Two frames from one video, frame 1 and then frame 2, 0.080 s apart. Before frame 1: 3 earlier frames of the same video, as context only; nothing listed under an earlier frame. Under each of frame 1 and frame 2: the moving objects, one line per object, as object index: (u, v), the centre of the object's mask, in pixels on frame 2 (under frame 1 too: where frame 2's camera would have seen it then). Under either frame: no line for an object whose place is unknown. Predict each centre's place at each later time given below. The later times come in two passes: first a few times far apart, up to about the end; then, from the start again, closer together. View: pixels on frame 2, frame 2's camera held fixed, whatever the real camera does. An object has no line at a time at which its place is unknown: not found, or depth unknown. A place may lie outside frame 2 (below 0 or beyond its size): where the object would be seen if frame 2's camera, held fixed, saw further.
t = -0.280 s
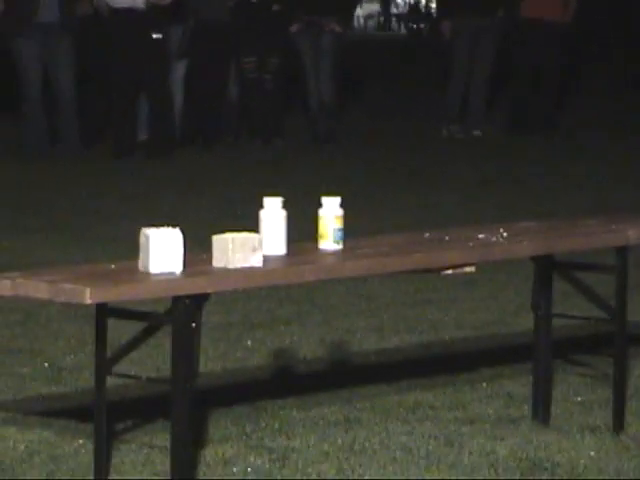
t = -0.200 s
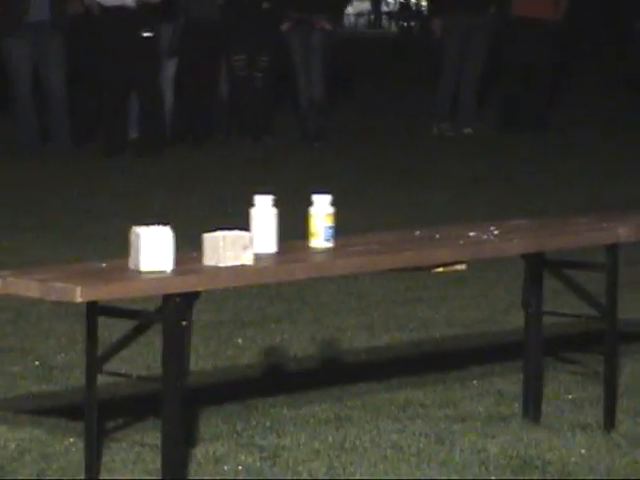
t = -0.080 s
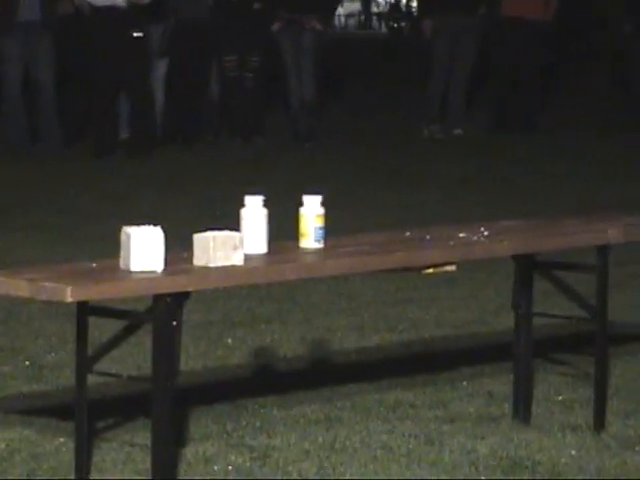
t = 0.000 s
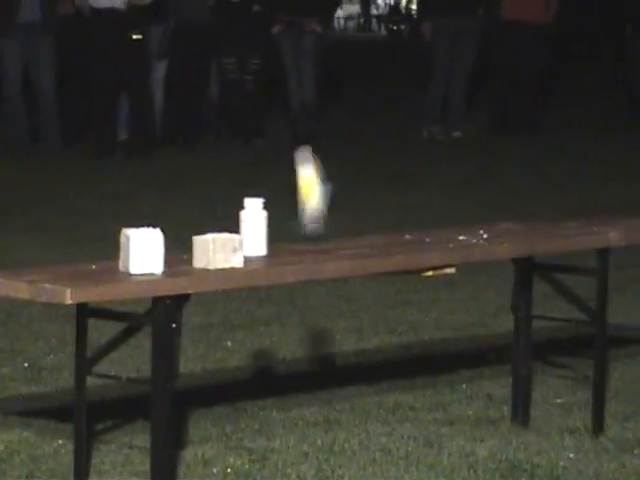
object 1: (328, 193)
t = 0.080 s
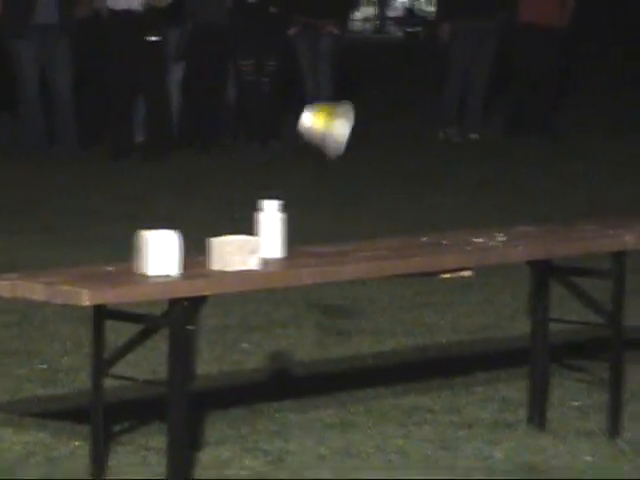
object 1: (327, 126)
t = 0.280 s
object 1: (312, 94)
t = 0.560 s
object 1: (298, 373)
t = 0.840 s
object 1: (278, 429)
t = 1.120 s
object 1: (273, 442)
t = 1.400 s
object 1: (273, 442)
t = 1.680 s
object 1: (273, 442)
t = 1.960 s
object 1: (273, 442)
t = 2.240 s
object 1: (272, 442)
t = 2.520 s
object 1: (272, 441)
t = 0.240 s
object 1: (316, 86)
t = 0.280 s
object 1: (312, 94)
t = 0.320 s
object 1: (308, 113)
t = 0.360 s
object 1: (306, 140)
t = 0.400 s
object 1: (304, 173)
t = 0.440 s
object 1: (305, 208)
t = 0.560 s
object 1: (298, 373)
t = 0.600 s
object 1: (293, 425)
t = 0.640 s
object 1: (293, 442)
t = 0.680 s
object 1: (290, 428)
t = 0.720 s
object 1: (287, 419)
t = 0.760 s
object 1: (283, 418)
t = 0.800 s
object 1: (281, 423)
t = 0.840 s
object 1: (278, 429)
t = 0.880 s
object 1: (276, 435)
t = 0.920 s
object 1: (274, 439)
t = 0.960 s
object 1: (272, 442)
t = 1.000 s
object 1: (272, 440)
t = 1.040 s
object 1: (272, 441)
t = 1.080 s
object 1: (273, 442)
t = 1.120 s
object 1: (273, 442)
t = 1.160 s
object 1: (273, 442)
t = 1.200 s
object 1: (273, 442)
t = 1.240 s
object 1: (273, 442)
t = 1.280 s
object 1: (273, 442)
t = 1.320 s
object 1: (273, 442)
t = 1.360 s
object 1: (273, 442)
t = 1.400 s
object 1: (273, 442)
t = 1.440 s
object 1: (273, 442)
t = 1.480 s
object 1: (273, 442)
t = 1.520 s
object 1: (273, 442)
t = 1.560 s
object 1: (273, 442)
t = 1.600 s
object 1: (273, 442)
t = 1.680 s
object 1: (273, 442)
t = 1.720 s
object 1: (273, 442)
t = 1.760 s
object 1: (273, 442)
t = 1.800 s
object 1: (273, 442)
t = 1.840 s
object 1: (273, 442)
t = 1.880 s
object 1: (273, 442)
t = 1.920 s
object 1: (273, 442)
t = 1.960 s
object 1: (273, 442)
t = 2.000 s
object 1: (273, 442)
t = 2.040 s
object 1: (273, 442)
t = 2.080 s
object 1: (273, 442)
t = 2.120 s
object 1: (273, 442)
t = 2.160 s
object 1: (273, 442)
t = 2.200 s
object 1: (273, 442)
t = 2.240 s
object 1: (272, 442)
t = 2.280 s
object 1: (272, 442)
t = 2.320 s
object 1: (272, 441)
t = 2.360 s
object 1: (272, 441)
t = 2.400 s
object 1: (272, 440)
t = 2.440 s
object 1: (272, 440)
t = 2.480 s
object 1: (272, 441)
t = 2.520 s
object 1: (272, 441)
